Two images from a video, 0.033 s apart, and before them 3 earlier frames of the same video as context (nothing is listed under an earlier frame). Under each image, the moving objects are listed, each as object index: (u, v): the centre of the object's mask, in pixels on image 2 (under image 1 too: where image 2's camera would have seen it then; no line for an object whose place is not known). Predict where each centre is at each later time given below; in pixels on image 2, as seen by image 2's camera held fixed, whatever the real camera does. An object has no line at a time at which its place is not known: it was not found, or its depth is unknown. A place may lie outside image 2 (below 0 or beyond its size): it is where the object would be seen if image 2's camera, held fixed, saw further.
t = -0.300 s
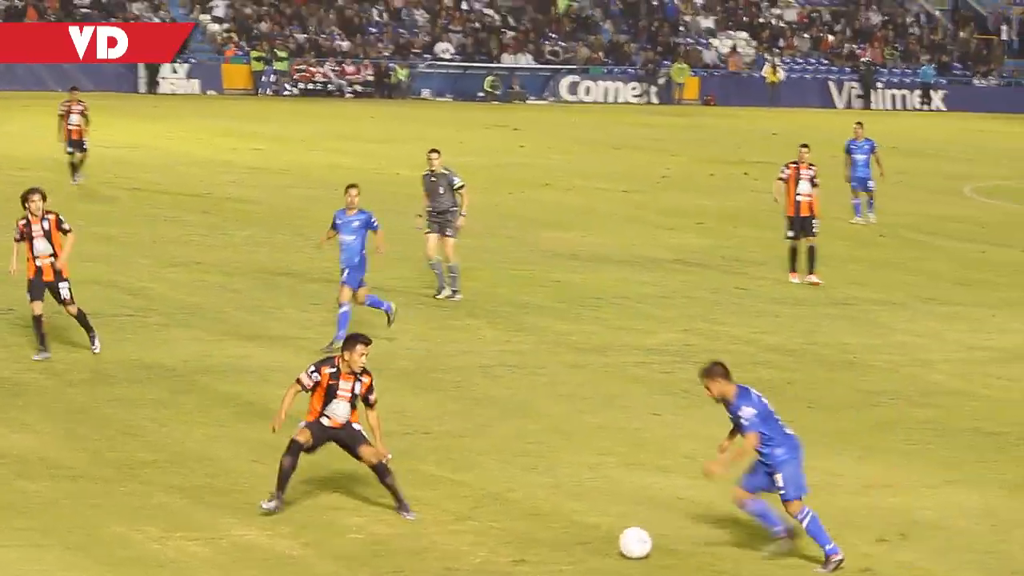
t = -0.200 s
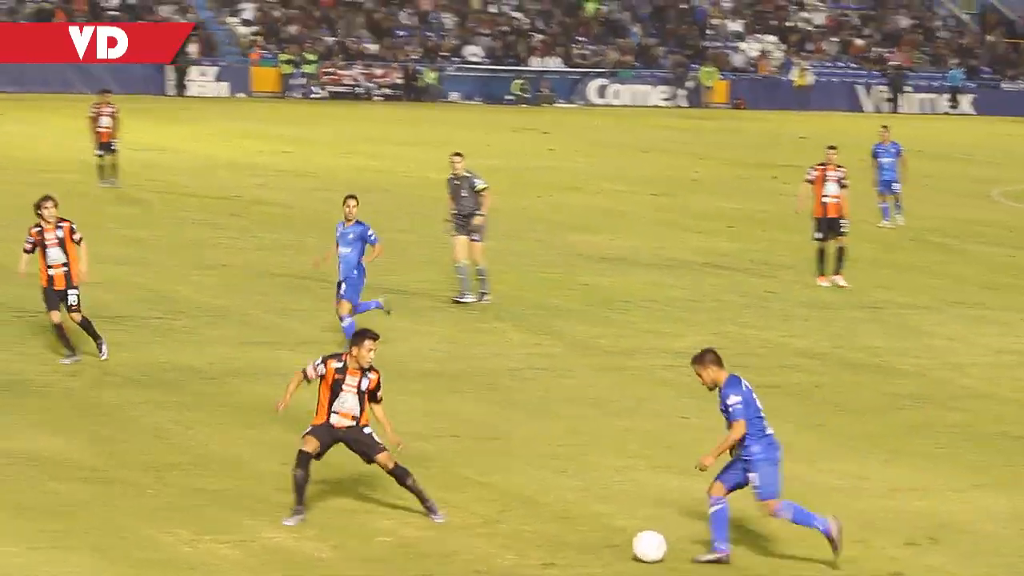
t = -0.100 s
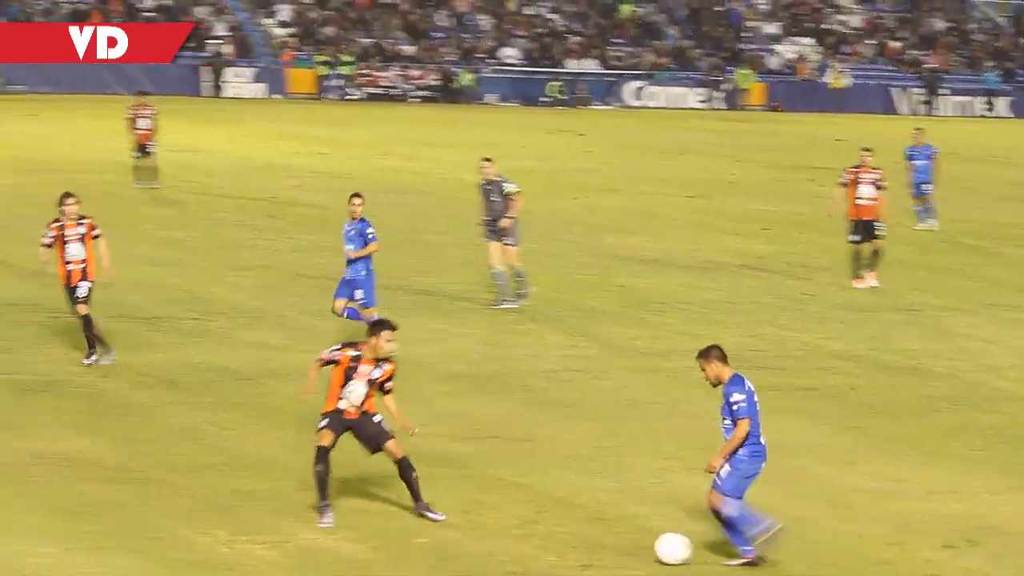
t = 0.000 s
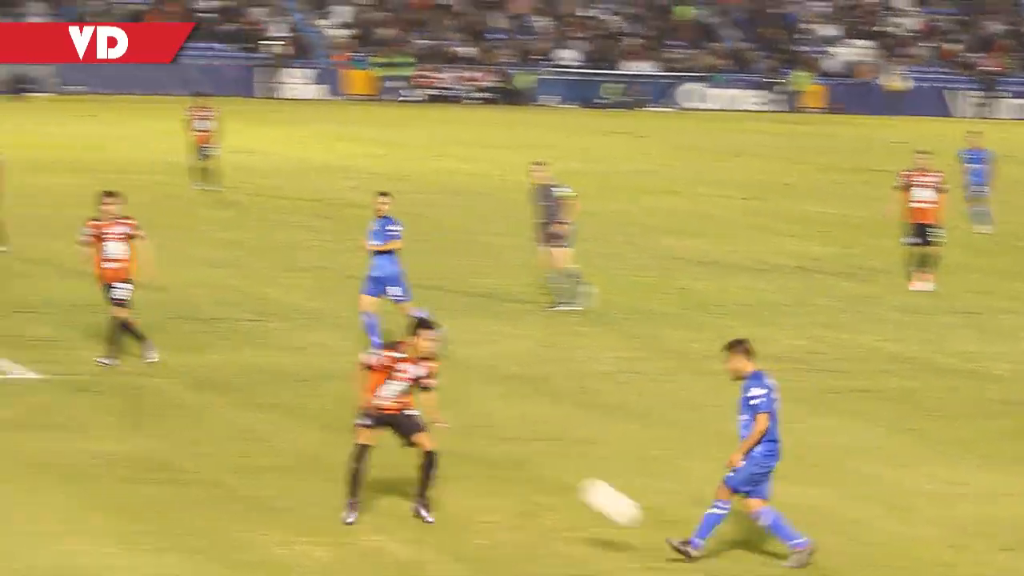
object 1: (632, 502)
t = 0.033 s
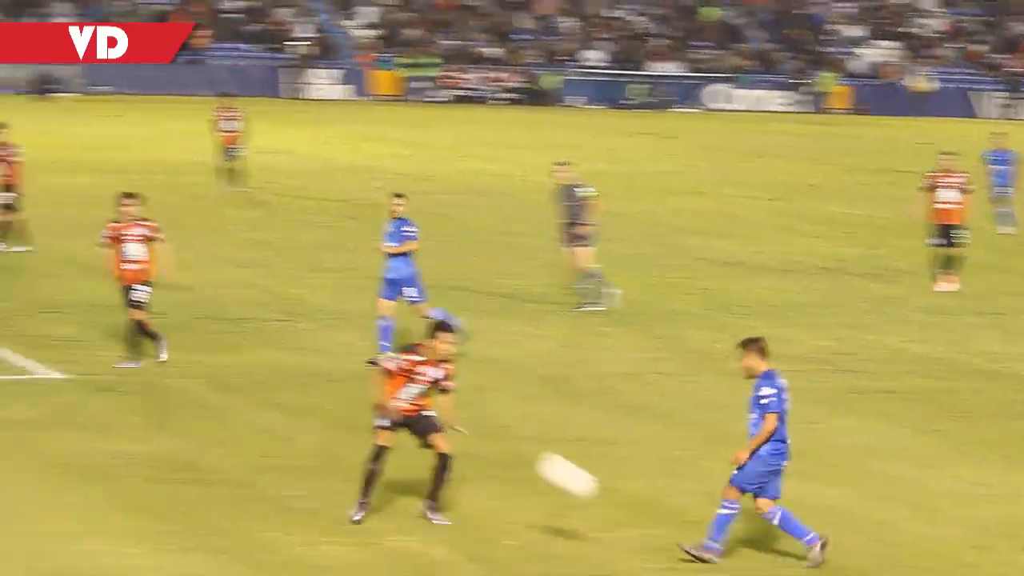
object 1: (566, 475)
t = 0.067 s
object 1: (497, 450)
